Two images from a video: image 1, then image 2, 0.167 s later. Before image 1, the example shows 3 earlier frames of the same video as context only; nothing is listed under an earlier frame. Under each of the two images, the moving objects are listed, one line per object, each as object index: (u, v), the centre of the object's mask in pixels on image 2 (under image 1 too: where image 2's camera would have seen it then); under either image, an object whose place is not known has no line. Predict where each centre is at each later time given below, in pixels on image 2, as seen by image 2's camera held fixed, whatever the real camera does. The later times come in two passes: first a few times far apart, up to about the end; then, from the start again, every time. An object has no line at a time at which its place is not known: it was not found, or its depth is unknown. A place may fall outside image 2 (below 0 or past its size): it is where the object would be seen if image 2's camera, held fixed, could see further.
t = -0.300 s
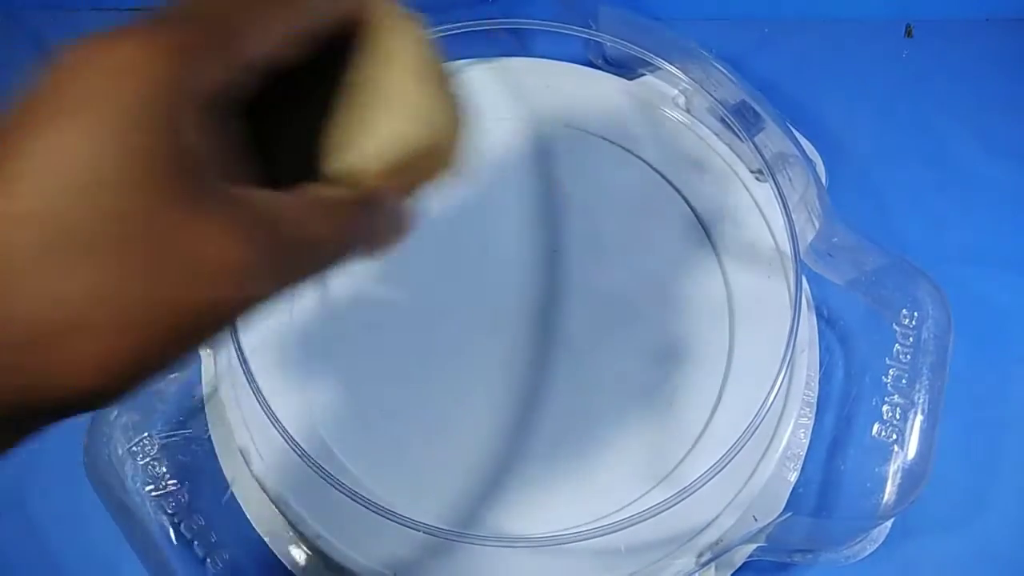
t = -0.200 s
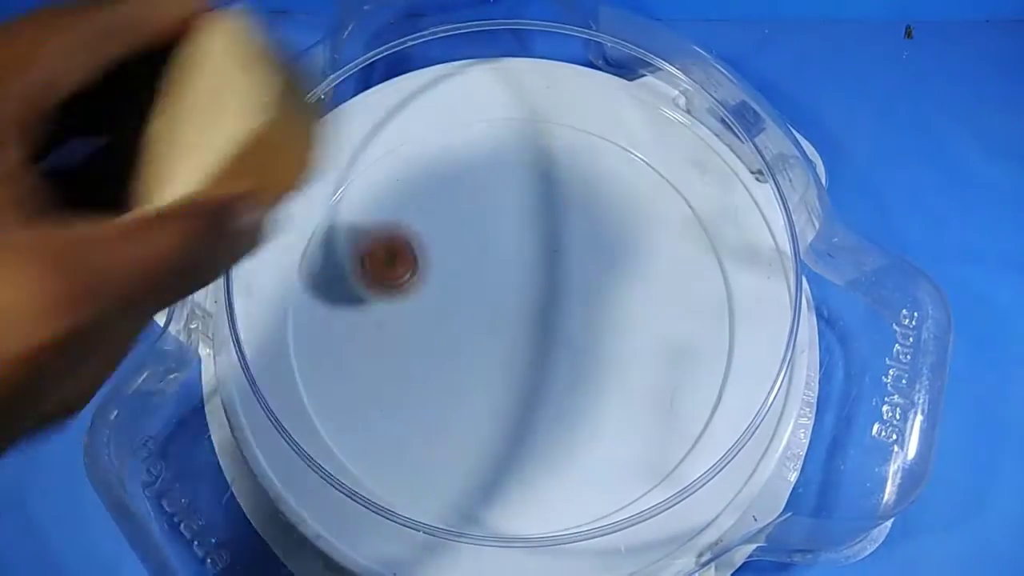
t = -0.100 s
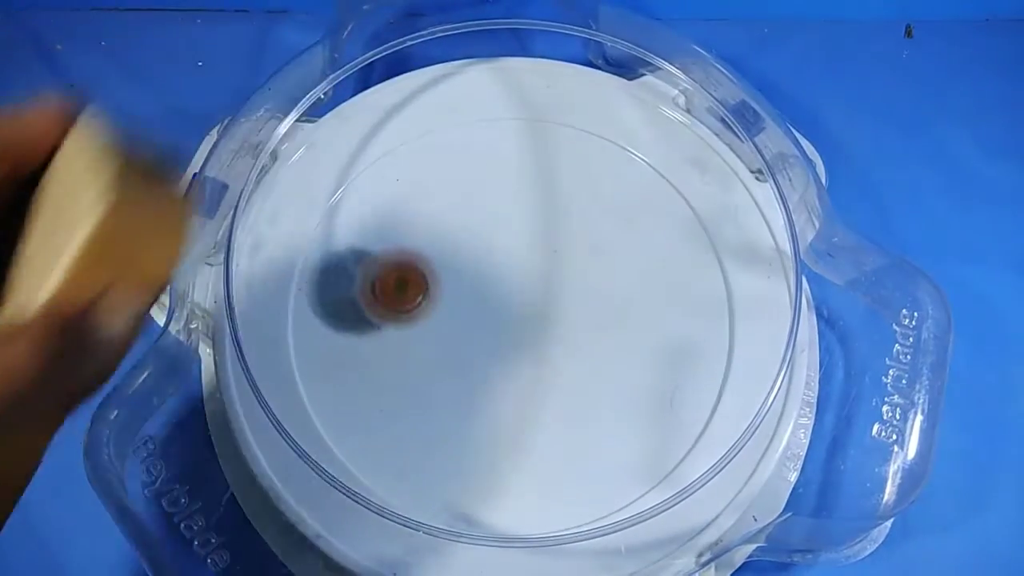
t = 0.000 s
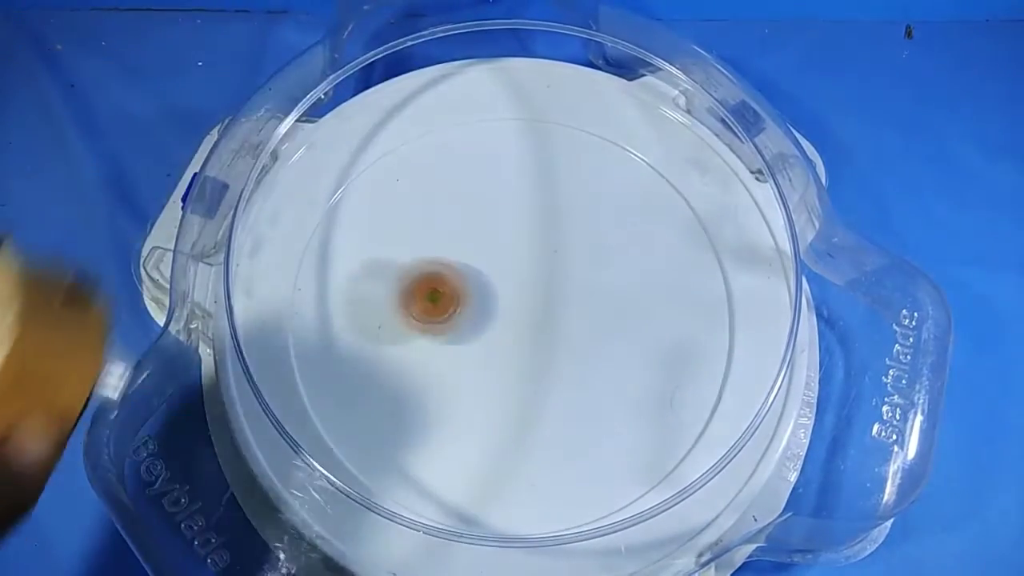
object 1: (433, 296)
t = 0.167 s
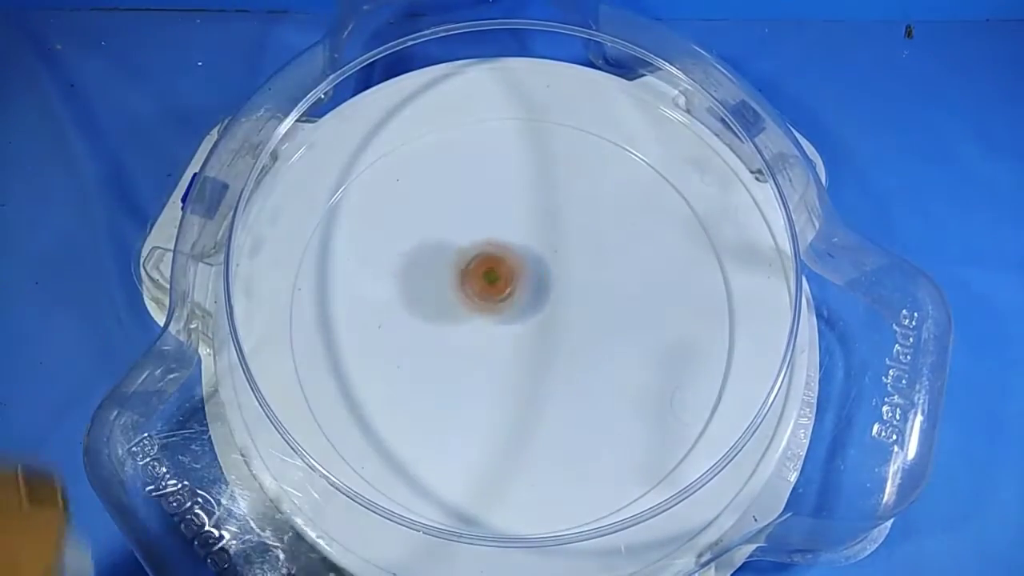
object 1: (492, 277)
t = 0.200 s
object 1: (502, 271)
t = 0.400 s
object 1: (528, 230)
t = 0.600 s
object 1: (520, 207)
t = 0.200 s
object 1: (502, 271)
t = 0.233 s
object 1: (509, 263)
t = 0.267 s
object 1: (514, 257)
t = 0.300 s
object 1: (520, 250)
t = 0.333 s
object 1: (524, 243)
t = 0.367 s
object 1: (526, 237)
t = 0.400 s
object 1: (528, 230)
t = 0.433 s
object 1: (530, 223)
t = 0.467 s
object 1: (531, 217)
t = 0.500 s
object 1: (528, 212)
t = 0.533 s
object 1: (527, 209)
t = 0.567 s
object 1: (524, 206)
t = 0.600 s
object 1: (520, 207)
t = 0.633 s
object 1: (516, 209)
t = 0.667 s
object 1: (511, 215)
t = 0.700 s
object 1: (508, 222)
